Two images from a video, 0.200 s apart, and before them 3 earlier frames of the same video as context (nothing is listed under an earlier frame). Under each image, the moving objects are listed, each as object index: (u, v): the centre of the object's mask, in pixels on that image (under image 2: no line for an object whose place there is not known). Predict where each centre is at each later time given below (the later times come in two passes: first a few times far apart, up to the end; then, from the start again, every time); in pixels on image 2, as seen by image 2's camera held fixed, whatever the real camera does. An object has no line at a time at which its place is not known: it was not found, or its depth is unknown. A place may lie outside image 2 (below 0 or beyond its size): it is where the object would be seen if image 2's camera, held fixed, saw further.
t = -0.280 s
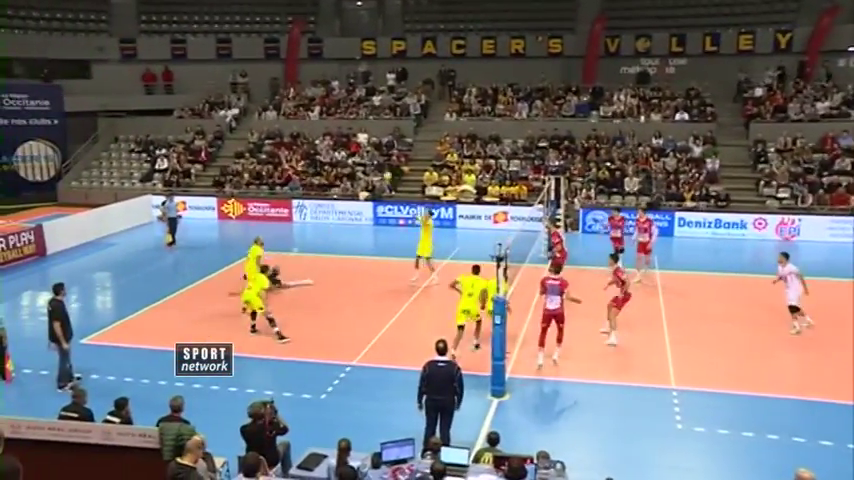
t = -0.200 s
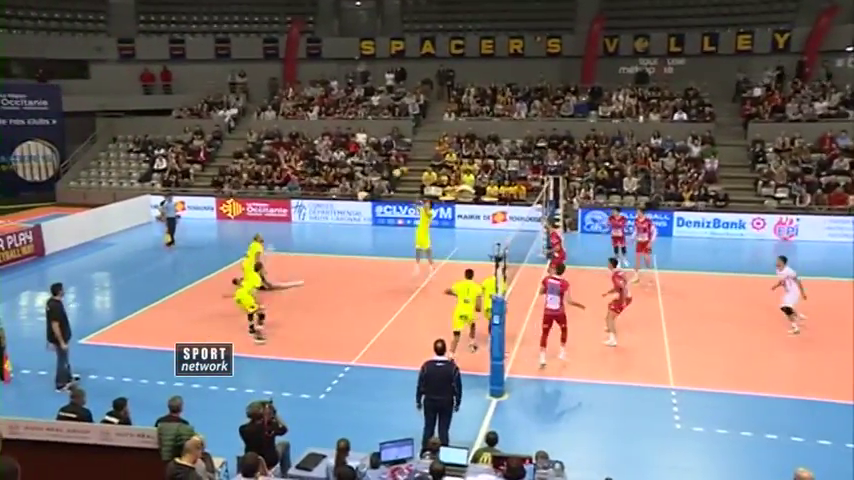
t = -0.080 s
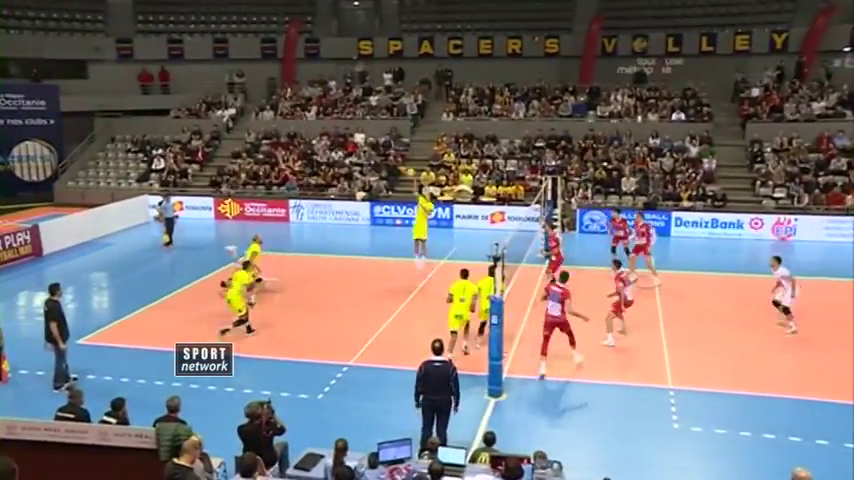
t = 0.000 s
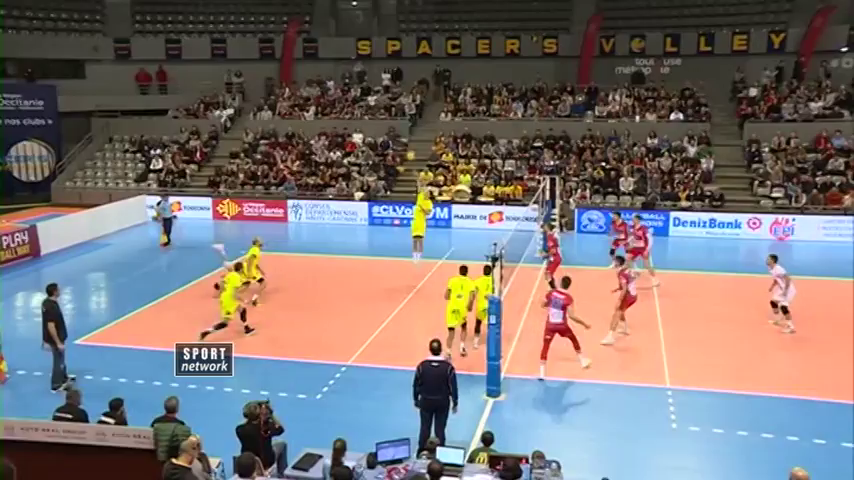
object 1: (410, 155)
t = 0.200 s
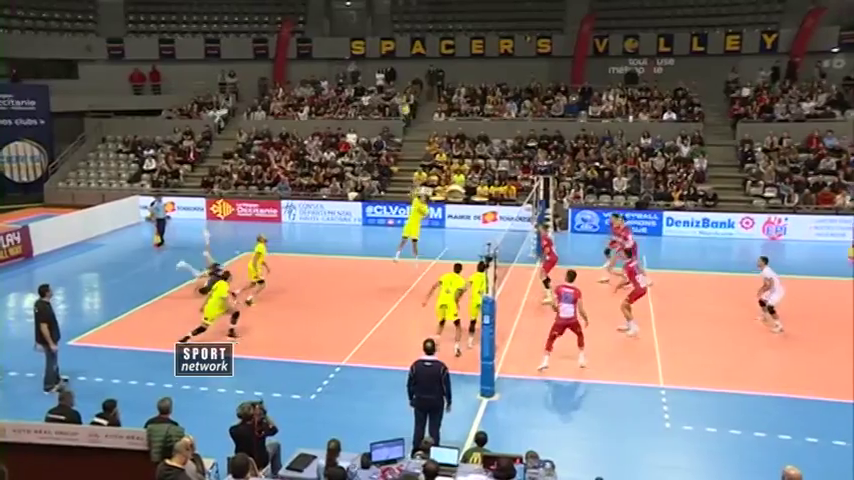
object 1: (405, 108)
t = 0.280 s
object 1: (406, 96)
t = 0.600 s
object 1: (409, 62)
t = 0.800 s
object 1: (409, 62)
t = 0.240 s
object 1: (405, 101)
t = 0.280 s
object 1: (406, 96)
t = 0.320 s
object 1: (406, 90)
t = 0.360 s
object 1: (406, 83)
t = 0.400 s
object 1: (407, 79)
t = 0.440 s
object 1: (406, 74)
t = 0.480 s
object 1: (407, 71)
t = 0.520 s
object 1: (407, 67)
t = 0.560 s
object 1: (408, 64)
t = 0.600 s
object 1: (409, 62)
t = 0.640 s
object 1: (408, 61)
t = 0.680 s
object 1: (409, 61)
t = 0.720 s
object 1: (409, 60)
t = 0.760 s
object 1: (409, 61)
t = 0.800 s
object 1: (409, 62)
